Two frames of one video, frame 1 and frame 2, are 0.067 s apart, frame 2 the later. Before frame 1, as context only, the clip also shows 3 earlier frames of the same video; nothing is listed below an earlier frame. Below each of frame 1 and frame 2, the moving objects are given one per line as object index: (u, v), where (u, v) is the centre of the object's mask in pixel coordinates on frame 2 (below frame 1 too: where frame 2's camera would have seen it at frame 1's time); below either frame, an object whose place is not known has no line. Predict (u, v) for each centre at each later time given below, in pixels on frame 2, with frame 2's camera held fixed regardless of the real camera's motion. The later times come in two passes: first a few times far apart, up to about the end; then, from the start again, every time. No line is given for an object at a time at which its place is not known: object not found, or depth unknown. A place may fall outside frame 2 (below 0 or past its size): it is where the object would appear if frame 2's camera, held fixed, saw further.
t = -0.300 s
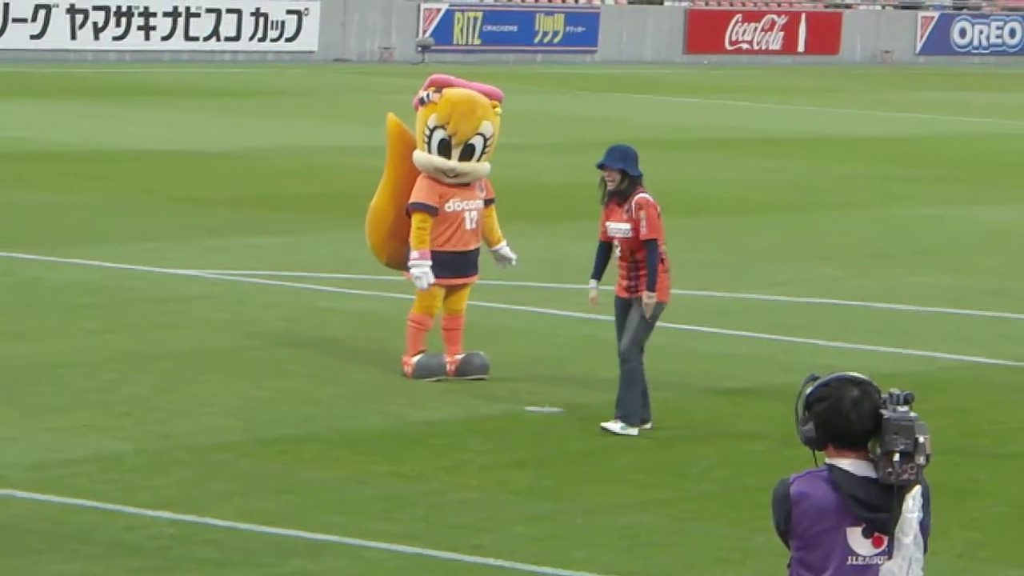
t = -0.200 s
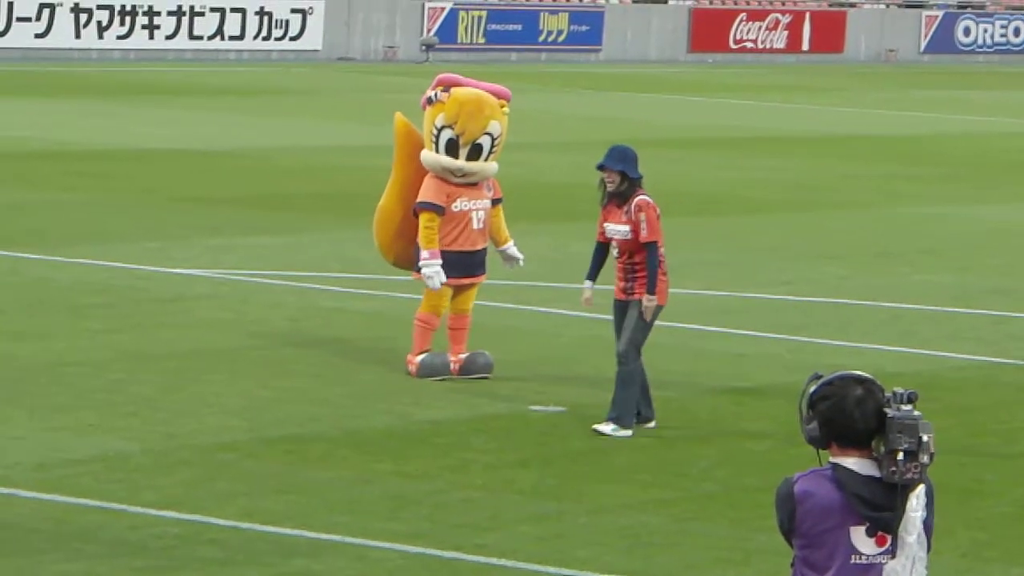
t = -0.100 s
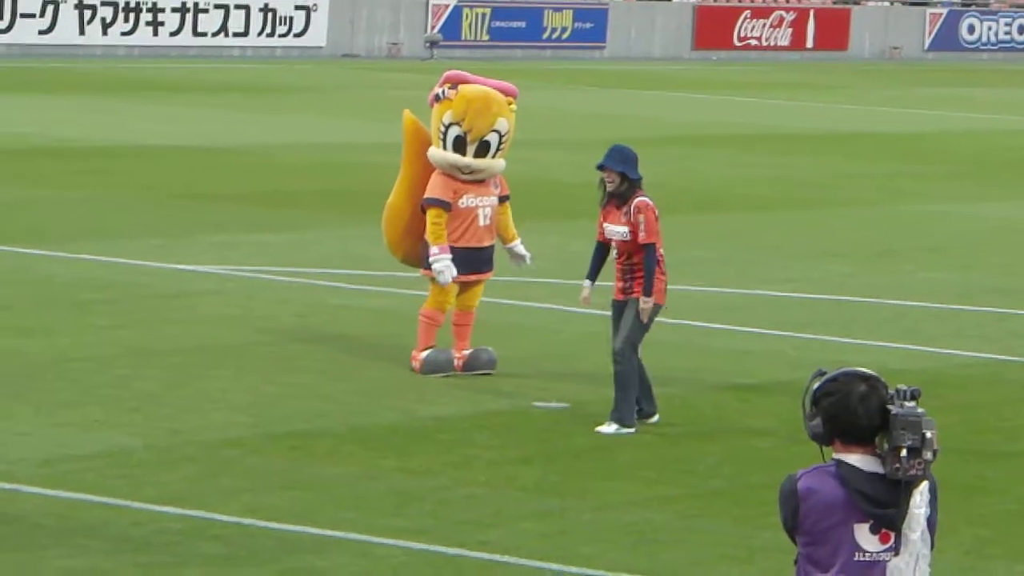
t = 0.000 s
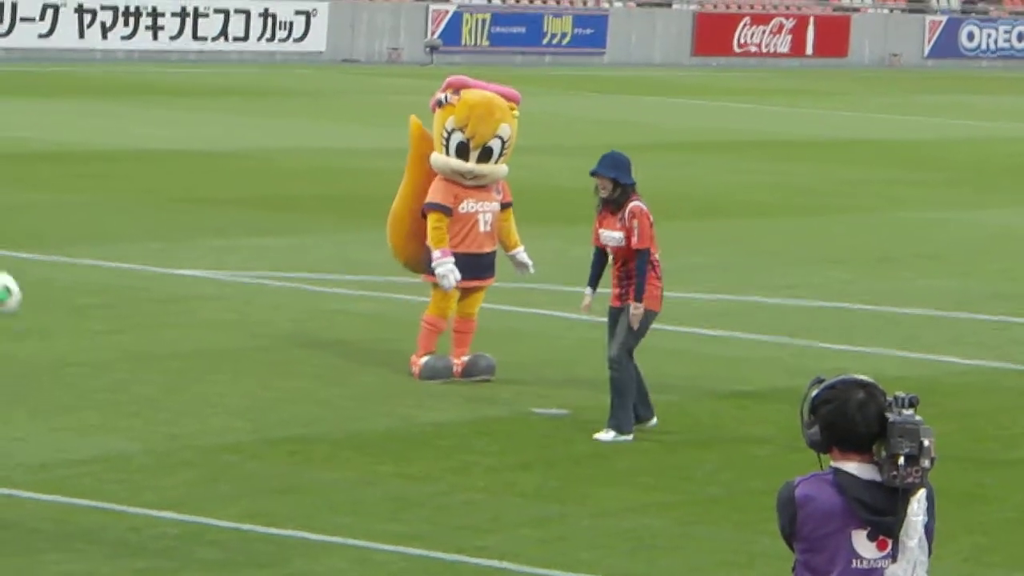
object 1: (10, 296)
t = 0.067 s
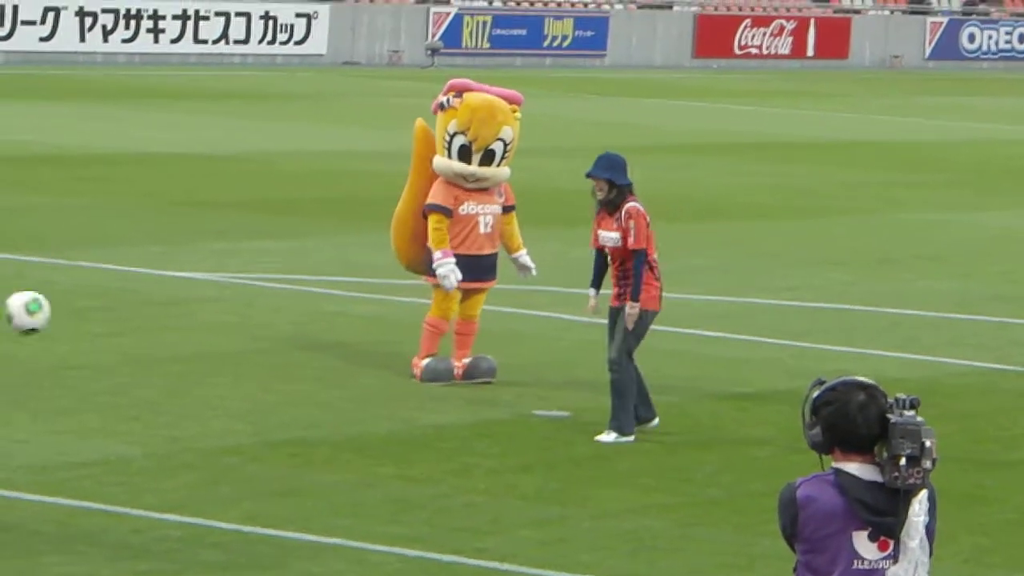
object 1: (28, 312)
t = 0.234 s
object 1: (91, 385)
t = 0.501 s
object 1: (160, 369)
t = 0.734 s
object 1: (204, 360)
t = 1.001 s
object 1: (248, 390)
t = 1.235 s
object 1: (287, 392)
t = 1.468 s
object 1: (321, 387)
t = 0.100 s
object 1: (41, 323)
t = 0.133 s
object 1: (53, 336)
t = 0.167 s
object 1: (66, 351)
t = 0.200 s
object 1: (79, 367)
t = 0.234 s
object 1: (91, 385)
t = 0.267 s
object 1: (103, 405)
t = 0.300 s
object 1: (113, 429)
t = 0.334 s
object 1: (123, 438)
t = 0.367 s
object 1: (131, 419)
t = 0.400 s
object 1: (139, 403)
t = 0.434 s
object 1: (145, 390)
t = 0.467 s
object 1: (151, 378)
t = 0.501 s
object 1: (160, 369)
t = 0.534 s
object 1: (166, 361)
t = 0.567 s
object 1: (173, 356)
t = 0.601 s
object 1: (180, 353)
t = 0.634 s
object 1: (186, 352)
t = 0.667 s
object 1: (193, 352)
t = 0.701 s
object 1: (198, 354)
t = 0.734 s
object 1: (204, 360)
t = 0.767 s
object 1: (209, 366)
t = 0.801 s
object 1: (214, 375)
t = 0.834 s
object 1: (219, 385)
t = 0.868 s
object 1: (224, 399)
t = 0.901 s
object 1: (228, 413)
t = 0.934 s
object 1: (234, 409)
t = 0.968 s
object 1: (241, 398)
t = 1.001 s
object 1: (248, 390)
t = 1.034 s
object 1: (254, 385)
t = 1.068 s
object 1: (259, 382)
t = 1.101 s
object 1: (265, 379)
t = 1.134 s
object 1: (271, 380)
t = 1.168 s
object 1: (277, 382)
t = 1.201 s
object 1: (281, 386)
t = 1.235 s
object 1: (287, 392)
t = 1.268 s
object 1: (292, 400)
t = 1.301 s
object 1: (297, 398)
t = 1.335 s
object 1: (302, 391)
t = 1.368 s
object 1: (308, 387)
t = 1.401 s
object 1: (312, 386)
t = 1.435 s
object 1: (317, 385)
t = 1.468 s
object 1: (321, 387)
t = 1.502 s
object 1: (326, 391)
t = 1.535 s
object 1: (332, 390)
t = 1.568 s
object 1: (336, 387)
